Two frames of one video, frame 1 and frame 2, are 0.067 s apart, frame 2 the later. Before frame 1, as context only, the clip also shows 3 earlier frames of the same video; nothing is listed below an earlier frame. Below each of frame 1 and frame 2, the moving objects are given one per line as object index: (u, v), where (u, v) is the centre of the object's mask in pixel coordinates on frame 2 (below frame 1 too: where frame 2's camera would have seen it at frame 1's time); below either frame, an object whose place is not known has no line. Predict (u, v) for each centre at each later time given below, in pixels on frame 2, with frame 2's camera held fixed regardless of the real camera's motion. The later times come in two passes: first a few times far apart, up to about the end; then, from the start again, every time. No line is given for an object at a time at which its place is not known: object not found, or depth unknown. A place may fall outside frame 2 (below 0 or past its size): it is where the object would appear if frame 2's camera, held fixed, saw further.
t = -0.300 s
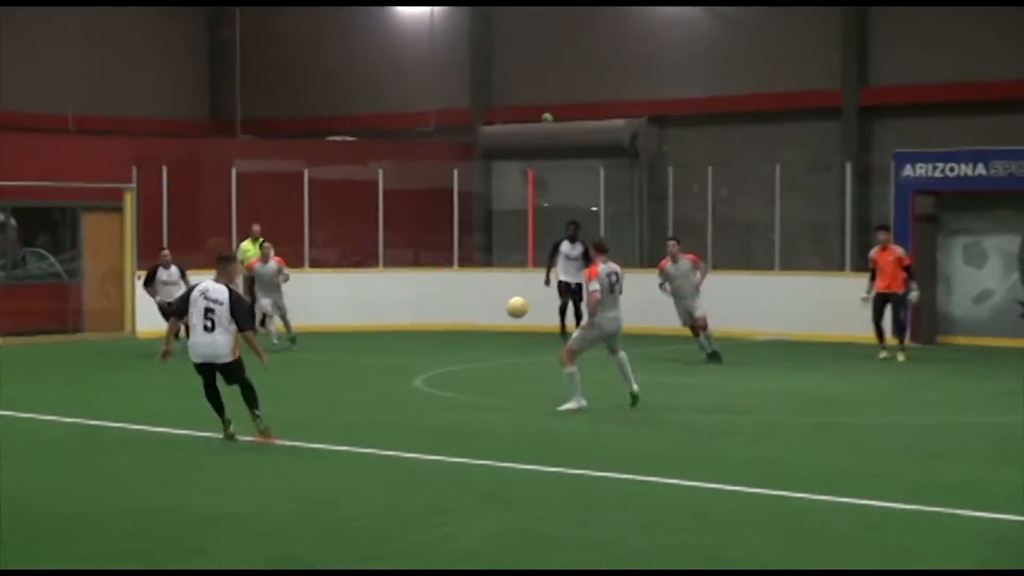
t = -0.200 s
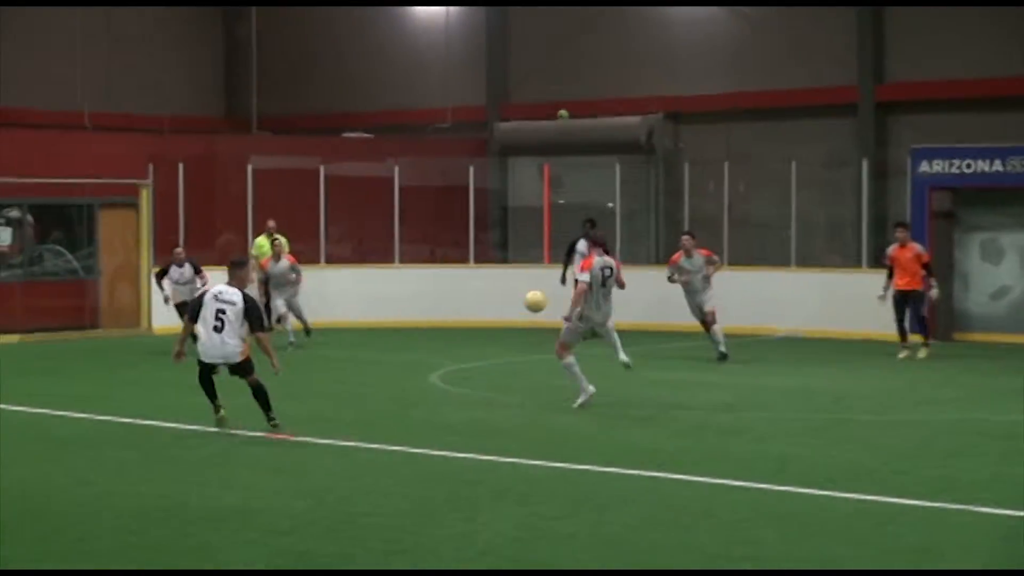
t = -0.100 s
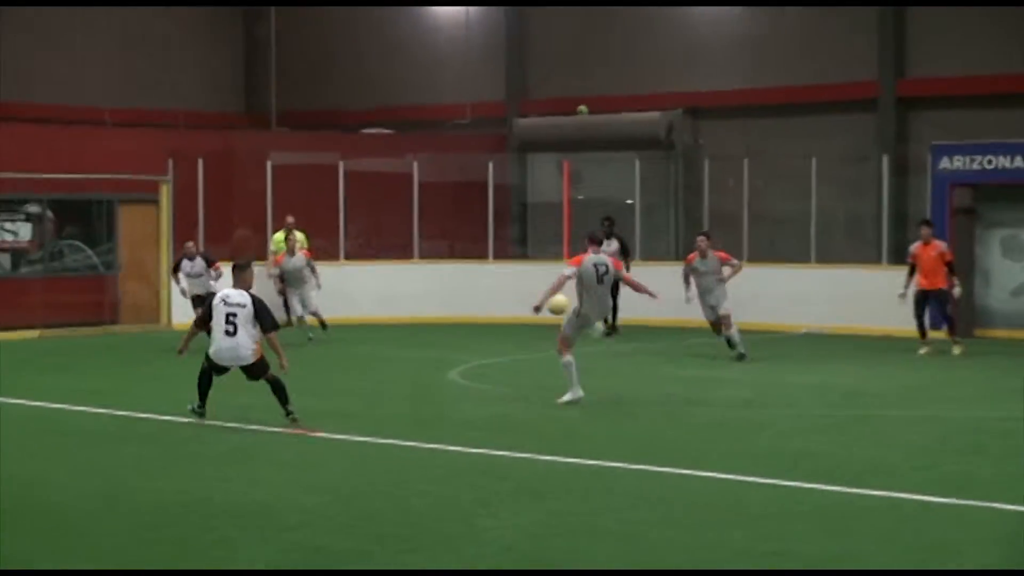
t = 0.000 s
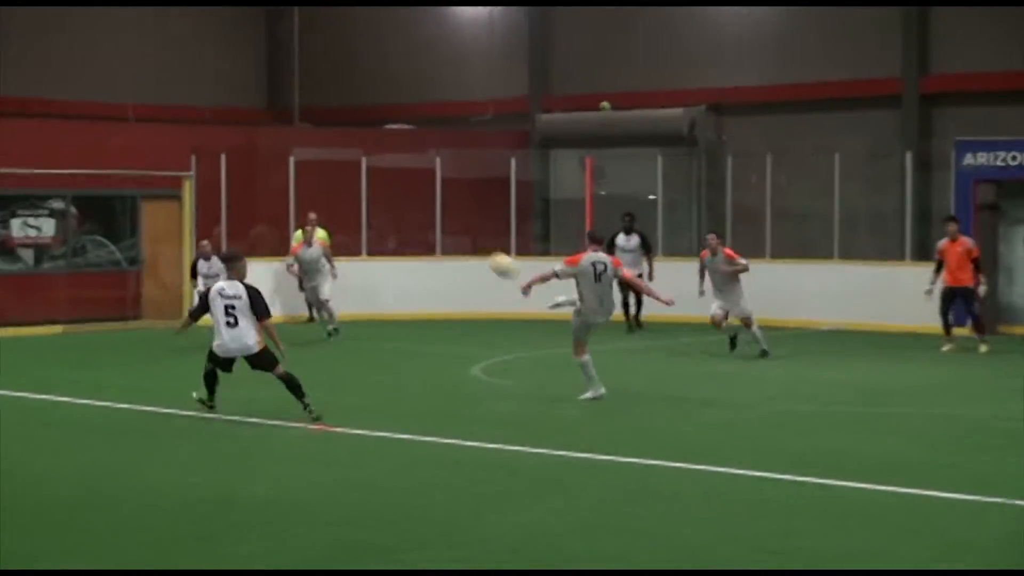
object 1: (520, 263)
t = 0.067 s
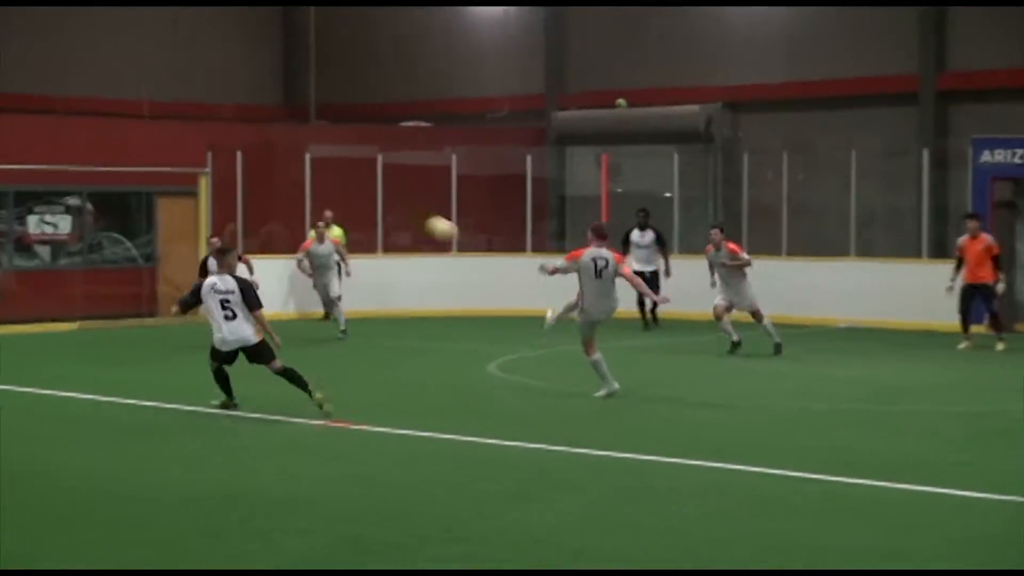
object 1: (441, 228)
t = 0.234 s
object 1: (243, 164)
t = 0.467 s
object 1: (-58, 124)
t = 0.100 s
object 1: (402, 213)
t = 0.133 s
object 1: (362, 199)
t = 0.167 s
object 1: (325, 187)
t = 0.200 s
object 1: (283, 174)
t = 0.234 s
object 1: (243, 164)
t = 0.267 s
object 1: (201, 154)
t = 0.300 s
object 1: (159, 146)
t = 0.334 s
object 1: (118, 139)
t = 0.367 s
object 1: (75, 134)
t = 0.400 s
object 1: (31, 129)
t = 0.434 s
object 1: (-12, 125)
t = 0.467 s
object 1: (-58, 124)
